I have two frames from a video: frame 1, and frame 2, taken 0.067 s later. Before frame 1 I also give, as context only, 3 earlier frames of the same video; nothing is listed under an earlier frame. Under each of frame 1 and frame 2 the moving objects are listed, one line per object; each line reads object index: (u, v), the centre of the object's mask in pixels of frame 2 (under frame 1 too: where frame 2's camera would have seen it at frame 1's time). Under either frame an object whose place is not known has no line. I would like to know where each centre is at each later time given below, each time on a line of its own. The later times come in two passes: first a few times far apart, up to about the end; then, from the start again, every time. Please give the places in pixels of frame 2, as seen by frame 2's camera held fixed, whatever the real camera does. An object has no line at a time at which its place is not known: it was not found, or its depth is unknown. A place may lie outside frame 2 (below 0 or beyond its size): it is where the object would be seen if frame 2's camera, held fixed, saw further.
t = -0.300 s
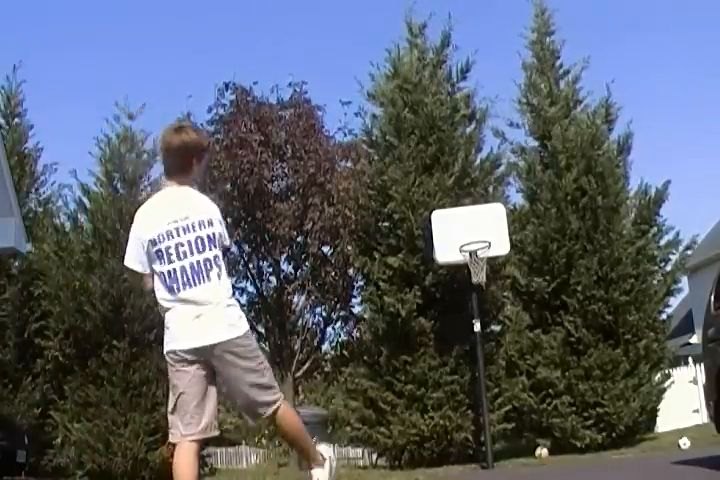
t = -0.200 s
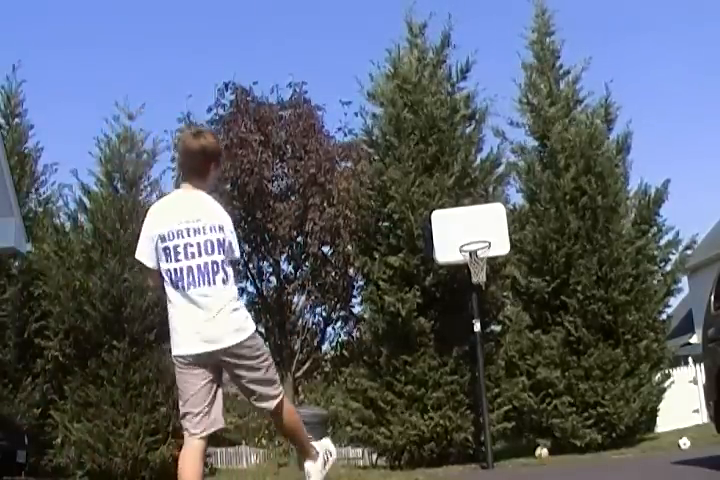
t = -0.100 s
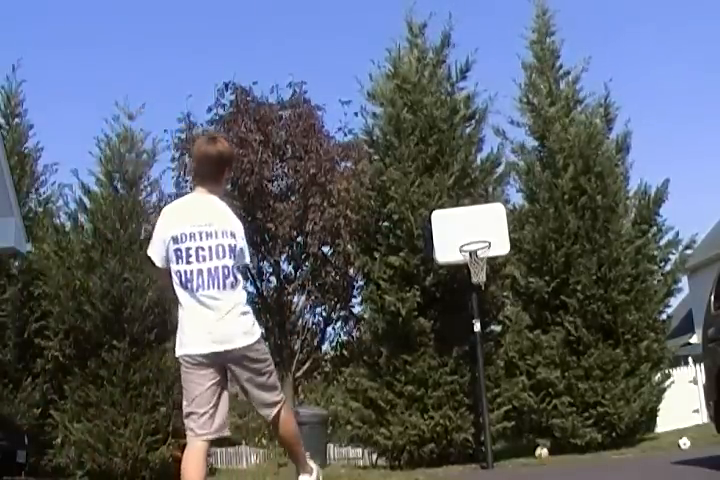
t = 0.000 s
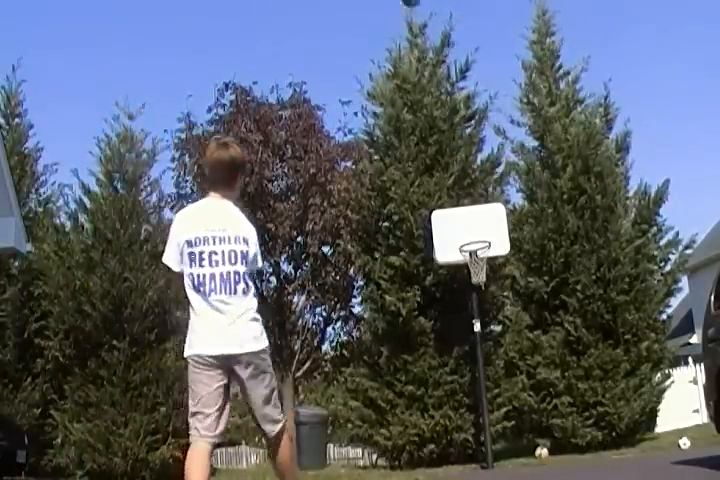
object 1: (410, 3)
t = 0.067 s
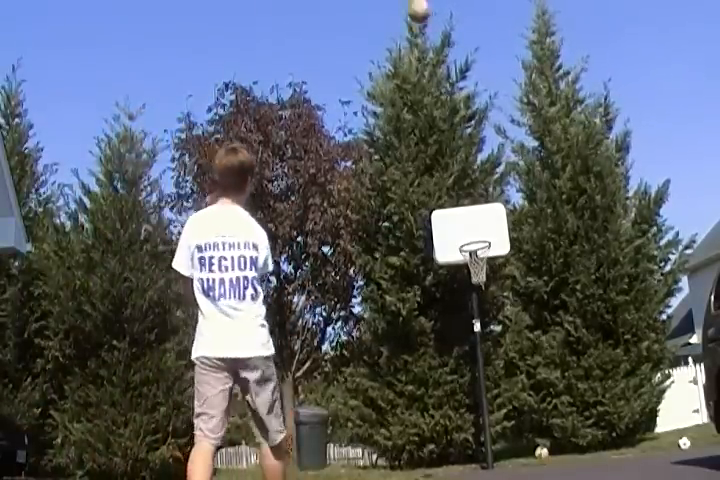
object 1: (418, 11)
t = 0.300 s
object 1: (443, 83)
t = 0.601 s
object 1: (471, 208)
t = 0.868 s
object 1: (469, 173)
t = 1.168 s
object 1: (463, 117)
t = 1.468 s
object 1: (462, 121)
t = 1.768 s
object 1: (467, 186)
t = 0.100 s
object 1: (422, 19)
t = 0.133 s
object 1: (424, 29)
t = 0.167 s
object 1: (430, 37)
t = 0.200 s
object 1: (434, 47)
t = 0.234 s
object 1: (437, 57)
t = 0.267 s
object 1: (439, 70)
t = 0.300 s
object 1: (443, 83)
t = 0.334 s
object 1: (447, 95)
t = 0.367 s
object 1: (451, 108)
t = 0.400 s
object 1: (454, 121)
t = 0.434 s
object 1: (456, 135)
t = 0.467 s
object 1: (460, 149)
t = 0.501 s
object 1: (463, 164)
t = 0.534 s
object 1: (465, 177)
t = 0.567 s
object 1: (469, 193)
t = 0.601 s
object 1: (471, 208)
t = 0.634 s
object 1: (474, 226)
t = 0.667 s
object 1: (475, 239)
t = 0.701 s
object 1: (476, 233)
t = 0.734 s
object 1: (475, 219)
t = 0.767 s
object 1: (473, 206)
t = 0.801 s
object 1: (472, 196)
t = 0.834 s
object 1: (471, 183)
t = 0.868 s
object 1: (469, 173)
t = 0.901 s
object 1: (468, 163)
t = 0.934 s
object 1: (468, 155)
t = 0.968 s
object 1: (467, 148)
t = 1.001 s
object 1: (467, 140)
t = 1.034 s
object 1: (465, 134)
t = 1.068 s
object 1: (465, 129)
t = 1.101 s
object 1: (464, 124)
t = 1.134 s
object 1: (463, 120)
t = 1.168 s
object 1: (463, 117)
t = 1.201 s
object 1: (462, 114)
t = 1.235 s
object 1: (462, 113)
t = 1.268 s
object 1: (462, 112)
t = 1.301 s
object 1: (462, 112)
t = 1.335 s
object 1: (461, 113)
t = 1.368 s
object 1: (461, 113)
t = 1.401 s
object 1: (462, 115)
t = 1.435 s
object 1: (461, 118)
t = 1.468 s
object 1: (462, 121)
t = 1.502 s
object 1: (462, 125)
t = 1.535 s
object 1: (463, 130)
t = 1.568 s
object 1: (463, 135)
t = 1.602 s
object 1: (463, 141)
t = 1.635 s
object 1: (464, 148)
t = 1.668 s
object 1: (464, 156)
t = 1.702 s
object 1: (465, 166)
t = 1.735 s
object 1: (466, 176)
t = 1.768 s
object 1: (467, 186)
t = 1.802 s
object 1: (468, 197)
